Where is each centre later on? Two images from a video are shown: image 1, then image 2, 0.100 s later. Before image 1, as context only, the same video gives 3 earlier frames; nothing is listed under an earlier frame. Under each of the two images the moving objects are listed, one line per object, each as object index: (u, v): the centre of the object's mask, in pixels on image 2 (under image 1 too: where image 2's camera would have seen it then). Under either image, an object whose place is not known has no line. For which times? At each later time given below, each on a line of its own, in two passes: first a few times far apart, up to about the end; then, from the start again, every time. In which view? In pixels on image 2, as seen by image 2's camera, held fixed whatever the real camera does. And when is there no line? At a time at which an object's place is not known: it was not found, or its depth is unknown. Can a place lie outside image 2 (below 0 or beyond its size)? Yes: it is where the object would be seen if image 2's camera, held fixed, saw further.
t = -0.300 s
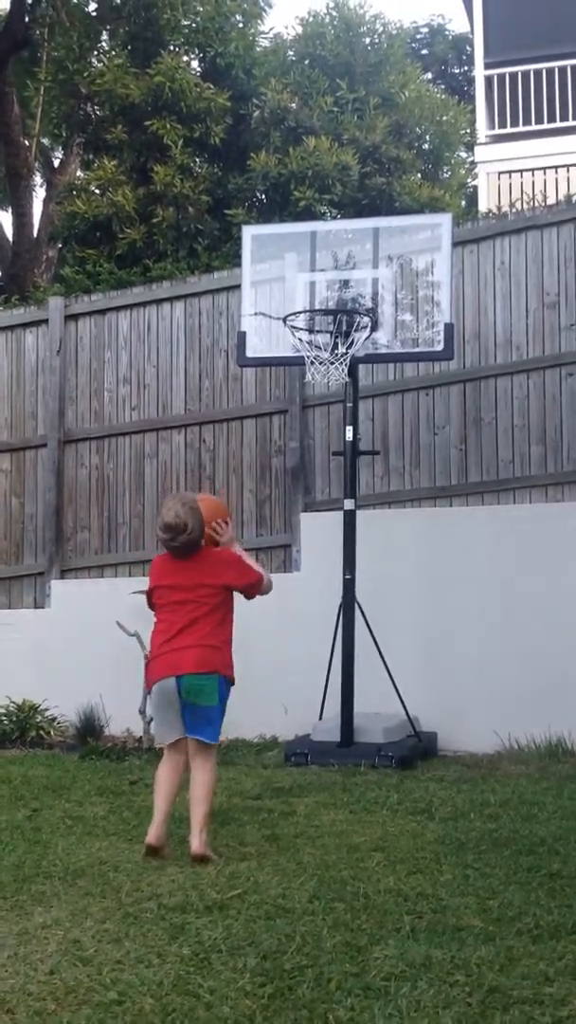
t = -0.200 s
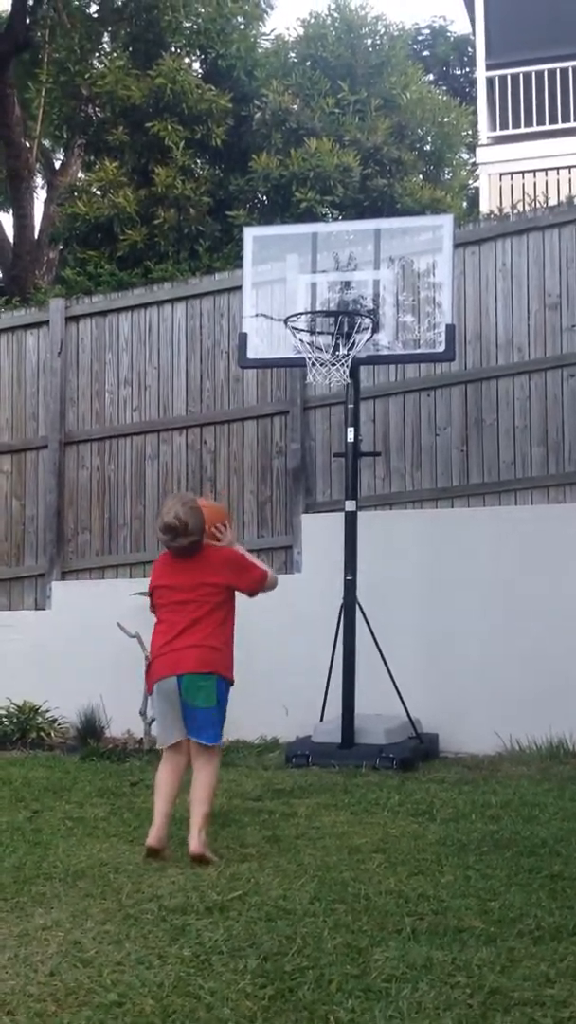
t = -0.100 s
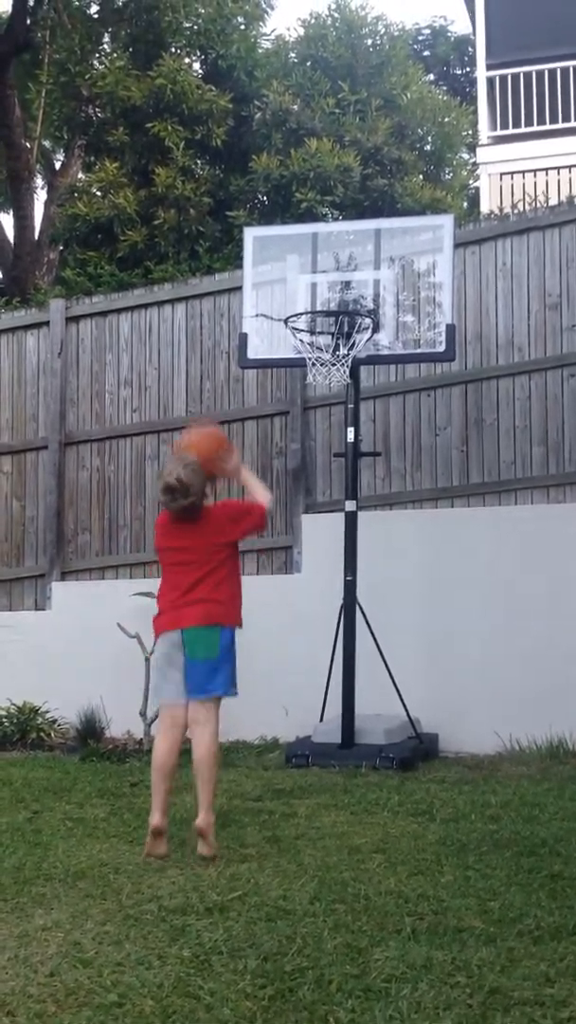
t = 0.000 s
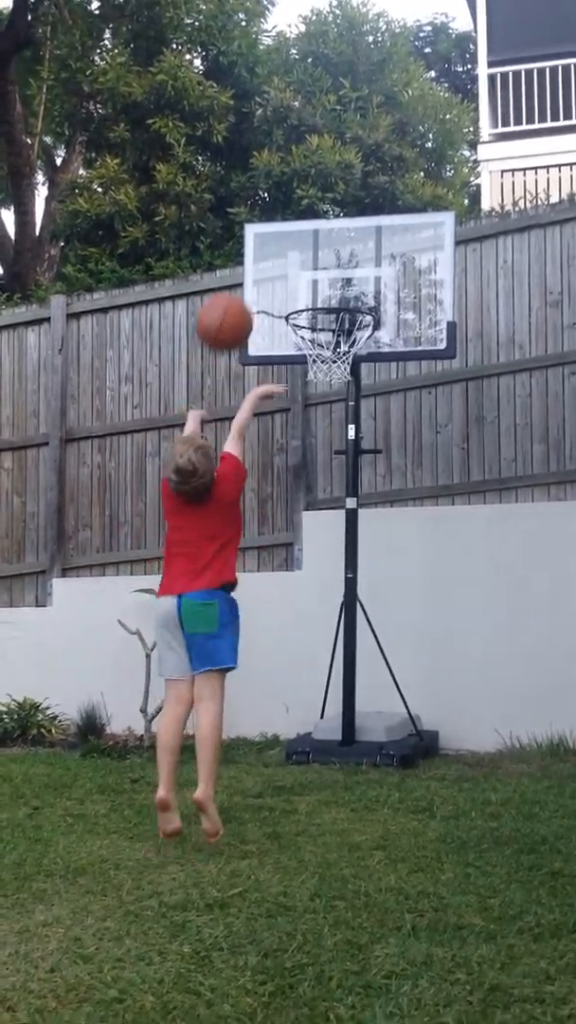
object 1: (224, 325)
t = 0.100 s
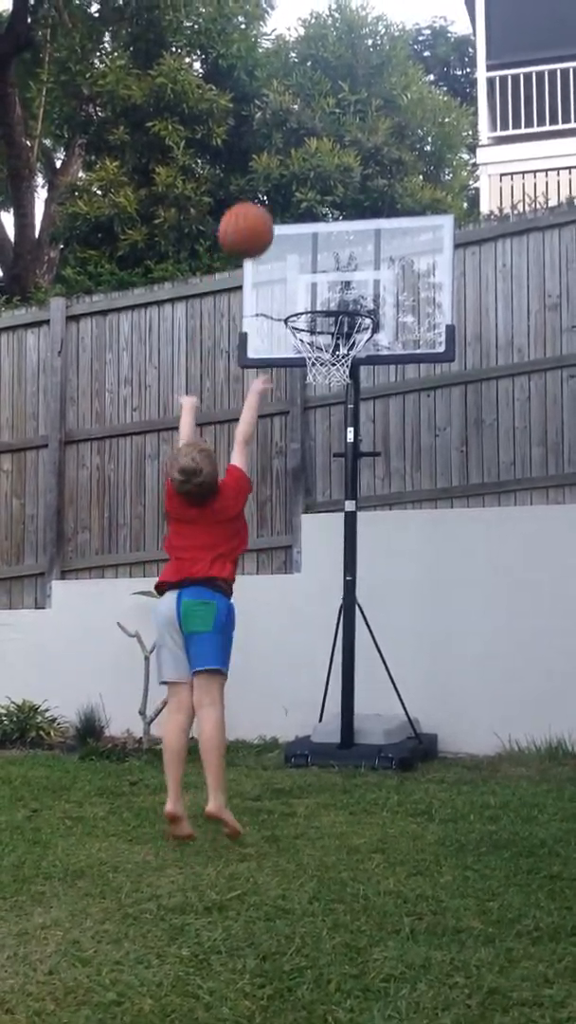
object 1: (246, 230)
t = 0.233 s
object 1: (274, 154)
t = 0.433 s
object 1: (311, 129)
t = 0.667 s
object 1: (350, 197)
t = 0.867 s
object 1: (380, 320)
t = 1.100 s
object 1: (410, 362)
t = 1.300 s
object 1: (434, 469)
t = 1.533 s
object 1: (467, 696)
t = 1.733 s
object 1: (506, 649)
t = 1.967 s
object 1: (560, 536)
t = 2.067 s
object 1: (573, 522)
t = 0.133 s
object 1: (253, 206)
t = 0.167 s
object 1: (261, 186)
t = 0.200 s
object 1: (268, 169)
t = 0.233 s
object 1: (274, 154)
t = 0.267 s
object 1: (281, 144)
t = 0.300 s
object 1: (288, 135)
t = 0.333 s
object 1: (294, 130)
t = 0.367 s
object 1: (299, 128)
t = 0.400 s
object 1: (306, 127)
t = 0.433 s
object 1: (311, 129)
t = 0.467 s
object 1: (317, 133)
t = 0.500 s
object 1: (323, 138)
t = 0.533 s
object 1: (329, 147)
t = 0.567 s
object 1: (334, 156)
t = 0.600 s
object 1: (339, 168)
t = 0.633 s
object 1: (344, 181)
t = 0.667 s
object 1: (350, 197)
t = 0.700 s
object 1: (355, 214)
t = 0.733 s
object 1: (359, 232)
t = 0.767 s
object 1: (364, 253)
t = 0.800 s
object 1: (369, 274)
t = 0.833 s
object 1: (374, 298)
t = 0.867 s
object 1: (380, 320)
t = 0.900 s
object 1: (385, 326)
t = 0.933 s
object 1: (391, 329)
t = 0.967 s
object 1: (394, 331)
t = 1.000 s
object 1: (398, 336)
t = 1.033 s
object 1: (403, 343)
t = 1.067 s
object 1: (407, 352)
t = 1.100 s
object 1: (410, 362)
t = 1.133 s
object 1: (414, 374)
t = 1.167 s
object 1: (418, 390)
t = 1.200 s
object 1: (422, 406)
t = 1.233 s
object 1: (427, 424)
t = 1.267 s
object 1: (431, 446)
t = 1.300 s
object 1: (434, 469)
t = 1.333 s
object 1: (439, 494)
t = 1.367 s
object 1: (444, 522)
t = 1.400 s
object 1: (449, 552)
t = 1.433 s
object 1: (454, 584)
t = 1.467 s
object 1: (458, 619)
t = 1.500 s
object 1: (463, 657)
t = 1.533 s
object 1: (467, 696)
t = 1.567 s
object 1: (472, 741)
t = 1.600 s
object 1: (478, 762)
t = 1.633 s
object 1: (485, 729)
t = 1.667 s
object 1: (491, 701)
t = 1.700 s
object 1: (499, 674)
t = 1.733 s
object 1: (506, 649)
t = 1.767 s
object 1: (514, 626)
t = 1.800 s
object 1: (521, 605)
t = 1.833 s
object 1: (529, 587)
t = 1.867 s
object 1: (537, 571)
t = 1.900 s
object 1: (545, 558)
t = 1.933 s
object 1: (553, 546)
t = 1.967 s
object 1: (560, 536)
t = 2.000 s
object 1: (565, 529)
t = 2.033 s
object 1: (569, 524)
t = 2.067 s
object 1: (573, 522)
